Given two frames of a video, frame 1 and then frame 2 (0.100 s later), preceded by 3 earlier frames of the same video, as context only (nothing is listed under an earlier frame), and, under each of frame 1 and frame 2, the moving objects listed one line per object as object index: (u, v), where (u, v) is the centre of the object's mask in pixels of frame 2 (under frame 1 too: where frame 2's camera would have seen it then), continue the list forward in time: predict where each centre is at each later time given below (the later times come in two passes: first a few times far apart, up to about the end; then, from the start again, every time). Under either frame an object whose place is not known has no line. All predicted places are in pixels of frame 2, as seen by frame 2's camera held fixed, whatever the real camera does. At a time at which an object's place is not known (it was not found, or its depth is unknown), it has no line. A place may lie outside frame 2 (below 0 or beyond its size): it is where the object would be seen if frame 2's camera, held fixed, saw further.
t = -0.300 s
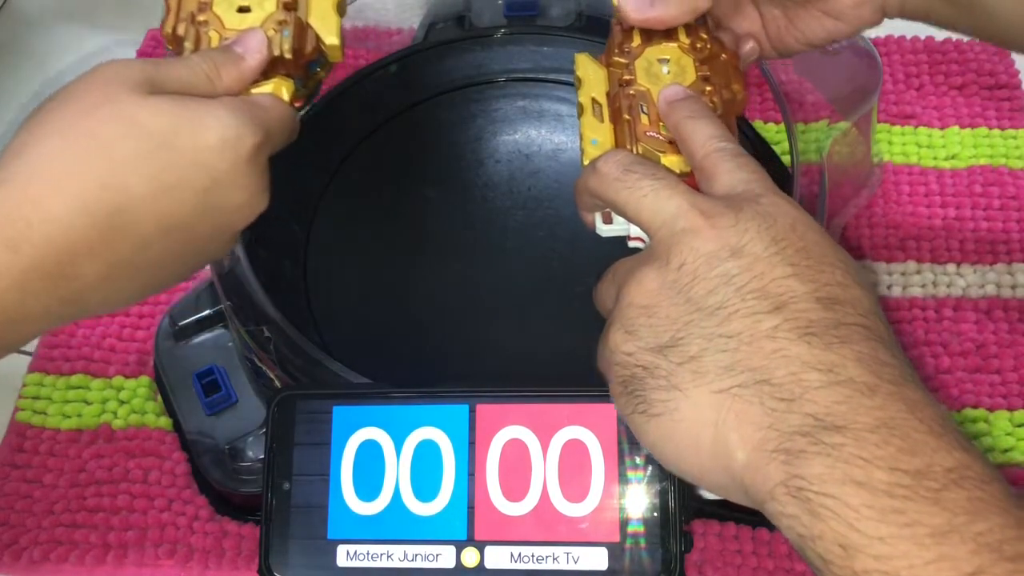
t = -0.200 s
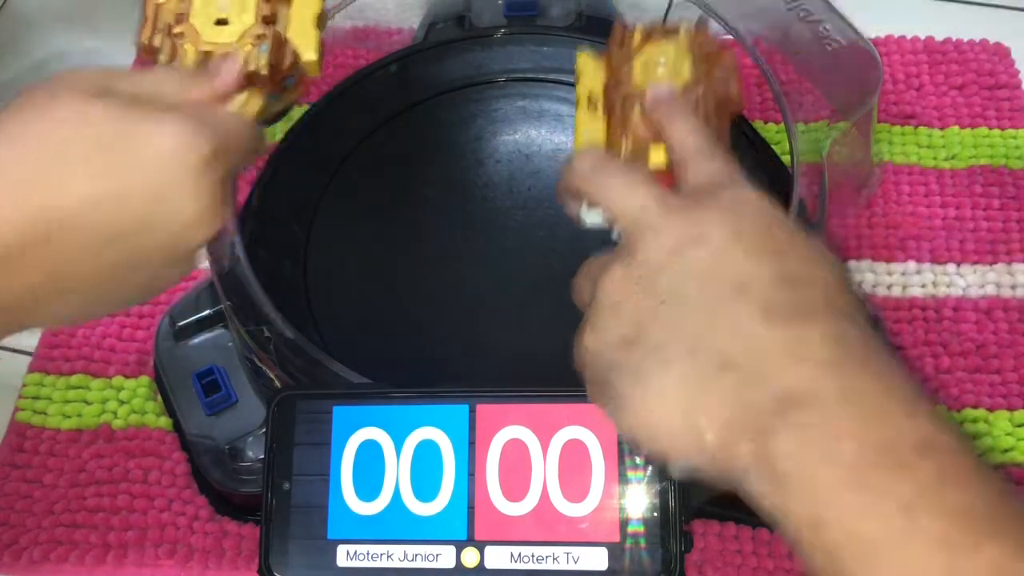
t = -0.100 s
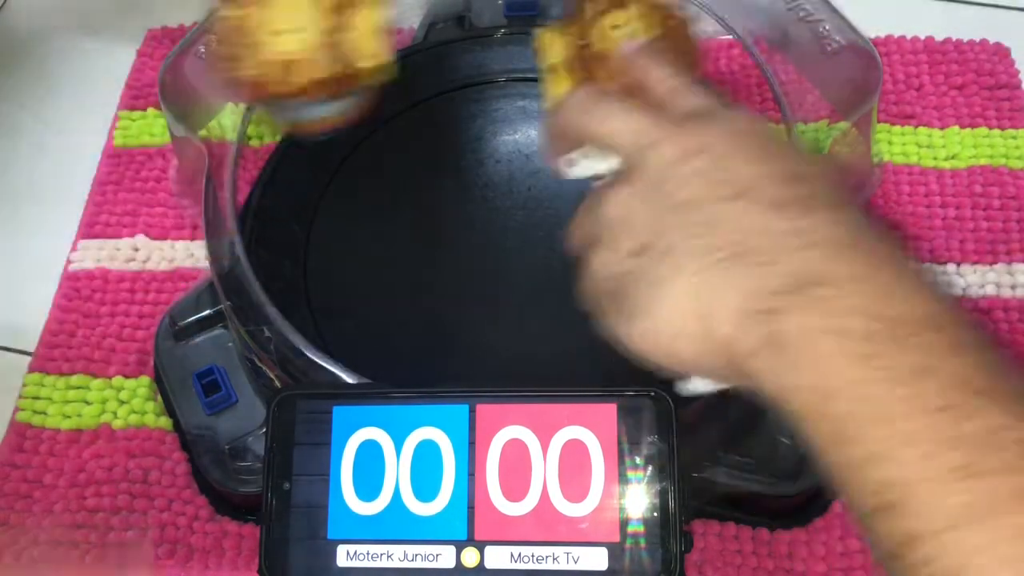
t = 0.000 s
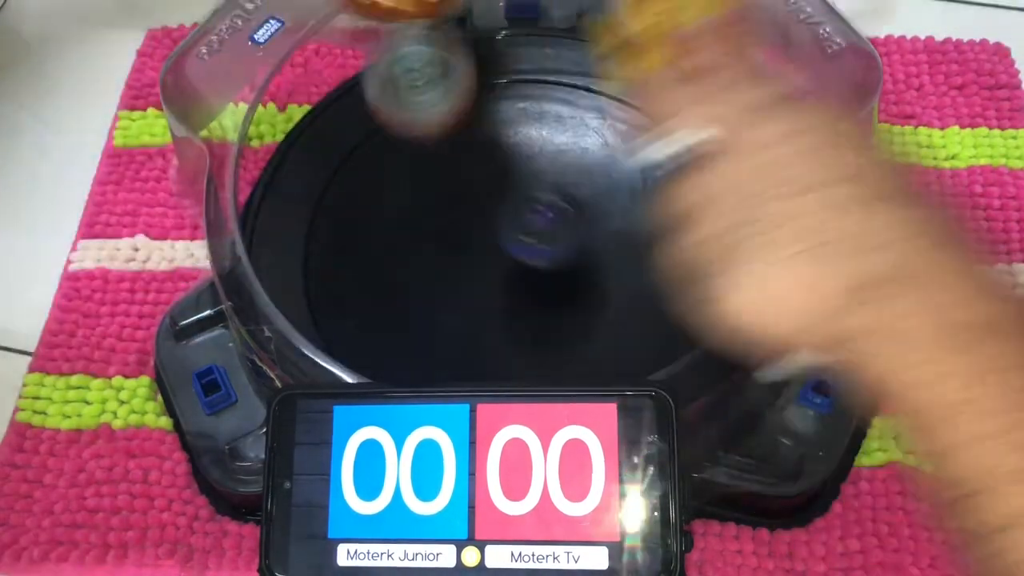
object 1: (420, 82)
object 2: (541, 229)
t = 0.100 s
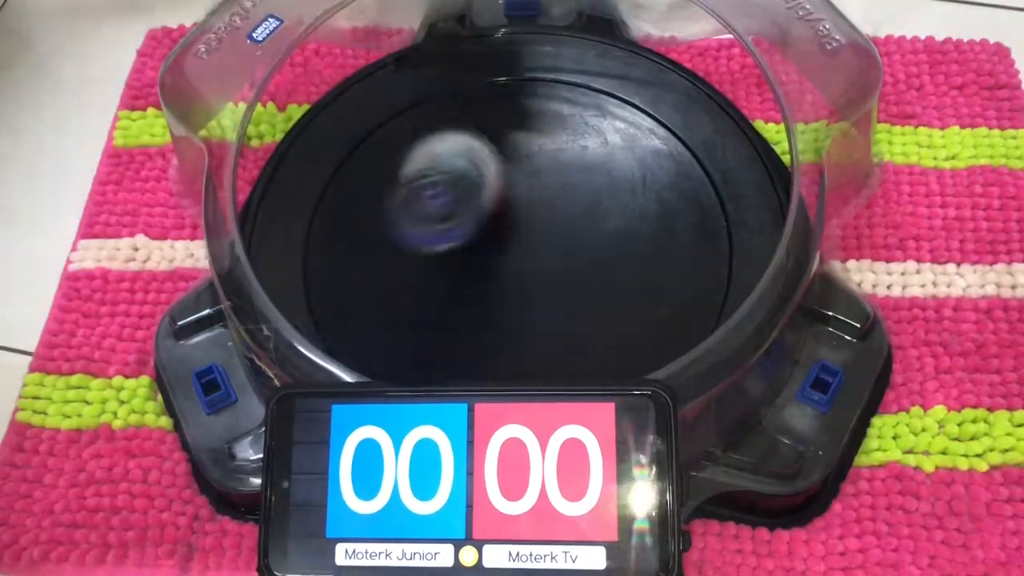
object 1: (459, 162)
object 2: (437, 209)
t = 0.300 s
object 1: (533, 269)
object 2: (329, 324)
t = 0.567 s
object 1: (628, 269)
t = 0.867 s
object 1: (512, 168)
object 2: (646, 217)
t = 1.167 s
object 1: (401, 275)
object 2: (404, 98)
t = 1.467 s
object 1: (600, 328)
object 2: (403, 360)
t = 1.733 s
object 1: (622, 160)
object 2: (697, 229)
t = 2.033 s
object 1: (375, 155)
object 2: (440, 85)
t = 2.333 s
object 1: (422, 362)
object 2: (429, 315)
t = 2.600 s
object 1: (704, 281)
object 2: (724, 192)
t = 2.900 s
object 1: (566, 150)
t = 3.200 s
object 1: (452, 300)
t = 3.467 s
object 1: (675, 257)
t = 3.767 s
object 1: (530, 143)
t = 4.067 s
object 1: (375, 260)
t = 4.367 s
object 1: (580, 333)
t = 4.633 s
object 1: (627, 177)
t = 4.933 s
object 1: (407, 166)
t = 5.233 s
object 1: (443, 340)
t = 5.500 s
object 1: (637, 272)
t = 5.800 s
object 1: (512, 129)
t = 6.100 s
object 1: (376, 252)
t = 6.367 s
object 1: (553, 330)
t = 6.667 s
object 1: (611, 172)
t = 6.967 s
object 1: (424, 165)
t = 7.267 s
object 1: (478, 322)
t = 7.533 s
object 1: (629, 248)
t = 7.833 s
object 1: (505, 148)
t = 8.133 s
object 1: (418, 285)
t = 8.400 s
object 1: (613, 313)
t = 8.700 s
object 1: (565, 135)
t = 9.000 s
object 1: (364, 237)
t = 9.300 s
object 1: (573, 345)
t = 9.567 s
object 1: (633, 166)
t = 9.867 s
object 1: (380, 150)
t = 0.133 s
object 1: (467, 188)
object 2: (398, 231)
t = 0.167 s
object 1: (476, 206)
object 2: (366, 262)
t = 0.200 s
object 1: (489, 222)
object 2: (344, 299)
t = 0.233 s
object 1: (502, 239)
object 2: (332, 306)
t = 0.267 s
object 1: (517, 255)
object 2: (328, 313)
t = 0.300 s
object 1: (533, 269)
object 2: (329, 324)
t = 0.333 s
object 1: (550, 280)
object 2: (330, 331)
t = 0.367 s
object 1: (566, 289)
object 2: (334, 339)
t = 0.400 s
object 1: (582, 293)
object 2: (342, 348)
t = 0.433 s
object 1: (596, 294)
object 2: (356, 358)
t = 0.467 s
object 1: (608, 293)
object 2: (369, 366)
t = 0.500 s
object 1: (618, 288)
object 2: (381, 372)
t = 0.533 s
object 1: (625, 279)
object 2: (398, 379)
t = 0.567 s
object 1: (628, 269)
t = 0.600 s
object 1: (628, 256)
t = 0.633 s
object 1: (624, 242)
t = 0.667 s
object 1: (617, 228)
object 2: (532, 372)
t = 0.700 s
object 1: (606, 214)
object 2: (569, 365)
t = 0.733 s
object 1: (592, 200)
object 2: (599, 348)
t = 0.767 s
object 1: (576, 188)
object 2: (624, 331)
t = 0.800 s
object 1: (556, 177)
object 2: (640, 291)
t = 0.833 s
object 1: (534, 171)
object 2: (647, 254)
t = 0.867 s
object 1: (512, 168)
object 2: (646, 217)
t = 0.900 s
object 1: (490, 168)
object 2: (640, 177)
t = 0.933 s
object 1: (466, 172)
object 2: (626, 144)
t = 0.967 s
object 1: (447, 179)
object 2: (605, 112)
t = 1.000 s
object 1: (430, 189)
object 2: (578, 85)
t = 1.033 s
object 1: (417, 203)
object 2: (547, 63)
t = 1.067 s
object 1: (405, 218)
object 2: (510, 59)
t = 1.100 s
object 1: (399, 236)
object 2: (473, 69)
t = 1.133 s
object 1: (397, 255)
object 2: (441, 80)
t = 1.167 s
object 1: (401, 275)
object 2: (404, 98)
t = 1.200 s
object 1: (409, 294)
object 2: (373, 118)
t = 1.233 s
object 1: (423, 311)
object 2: (346, 146)
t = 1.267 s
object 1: (442, 326)
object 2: (324, 180)
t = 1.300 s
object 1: (463, 335)
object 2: (311, 215)
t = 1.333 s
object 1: (489, 339)
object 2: (309, 254)
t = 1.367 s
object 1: (517, 341)
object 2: (317, 291)
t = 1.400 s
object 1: (545, 340)
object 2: (342, 321)
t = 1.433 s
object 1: (574, 336)
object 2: (369, 344)
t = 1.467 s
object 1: (600, 328)
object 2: (403, 360)
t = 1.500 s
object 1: (623, 314)
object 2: (450, 366)
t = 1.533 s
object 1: (641, 294)
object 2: (493, 364)
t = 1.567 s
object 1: (653, 272)
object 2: (549, 364)
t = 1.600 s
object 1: (660, 249)
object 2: (600, 353)
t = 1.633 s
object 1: (660, 224)
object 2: (635, 336)
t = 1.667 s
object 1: (654, 203)
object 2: (663, 305)
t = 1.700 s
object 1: (641, 181)
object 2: (685, 269)
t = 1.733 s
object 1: (622, 160)
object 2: (697, 229)
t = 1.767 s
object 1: (601, 146)
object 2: (700, 194)
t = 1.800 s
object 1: (573, 131)
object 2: (696, 154)
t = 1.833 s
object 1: (542, 122)
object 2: (677, 116)
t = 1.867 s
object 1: (510, 117)
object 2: (643, 95)
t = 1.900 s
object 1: (479, 117)
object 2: (607, 80)
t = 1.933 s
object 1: (448, 120)
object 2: (563, 70)
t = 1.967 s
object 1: (422, 127)
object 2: (518, 68)
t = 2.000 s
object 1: (397, 138)
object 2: (477, 75)
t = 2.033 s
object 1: (375, 155)
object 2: (440, 85)
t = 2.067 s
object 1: (354, 177)
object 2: (403, 99)
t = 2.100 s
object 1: (335, 205)
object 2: (377, 123)
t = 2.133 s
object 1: (323, 235)
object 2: (356, 147)
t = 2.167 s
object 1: (318, 266)
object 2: (340, 175)
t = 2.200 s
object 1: (325, 292)
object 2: (331, 207)
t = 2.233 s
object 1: (339, 317)
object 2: (335, 241)
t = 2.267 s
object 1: (362, 337)
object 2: (351, 272)
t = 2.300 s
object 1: (390, 354)
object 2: (386, 296)
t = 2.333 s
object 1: (422, 362)
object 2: (429, 315)
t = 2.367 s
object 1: (461, 367)
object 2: (479, 324)
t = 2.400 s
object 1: (509, 368)
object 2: (528, 326)
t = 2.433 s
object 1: (556, 365)
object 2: (579, 318)
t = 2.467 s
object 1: (595, 359)
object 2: (624, 303)
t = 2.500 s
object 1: (636, 352)
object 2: (667, 283)
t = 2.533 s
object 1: (667, 340)
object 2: (696, 257)
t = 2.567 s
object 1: (691, 313)
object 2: (721, 222)
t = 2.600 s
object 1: (704, 281)
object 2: (724, 192)
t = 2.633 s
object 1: (713, 251)
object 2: (706, 166)
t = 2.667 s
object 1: (713, 221)
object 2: (682, 141)
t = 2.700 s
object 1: (703, 192)
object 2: (657, 121)
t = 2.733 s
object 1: (686, 168)
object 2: (634, 103)
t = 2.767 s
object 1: (664, 148)
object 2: (609, 83)
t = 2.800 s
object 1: (641, 135)
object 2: (572, 79)
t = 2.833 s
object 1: (618, 137)
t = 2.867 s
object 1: (596, 143)
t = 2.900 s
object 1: (566, 150)
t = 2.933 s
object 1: (536, 158)
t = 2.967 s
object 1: (506, 170)
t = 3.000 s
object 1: (474, 183)
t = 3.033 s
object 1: (447, 197)
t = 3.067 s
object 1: (438, 216)
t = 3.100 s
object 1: (435, 238)
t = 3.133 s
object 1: (434, 260)
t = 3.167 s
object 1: (437, 282)
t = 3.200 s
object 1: (452, 300)
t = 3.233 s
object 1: (488, 311)
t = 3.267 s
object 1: (526, 316)
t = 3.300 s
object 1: (562, 317)
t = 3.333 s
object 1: (595, 312)
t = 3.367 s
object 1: (625, 303)
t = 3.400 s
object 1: (647, 291)
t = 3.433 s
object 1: (665, 275)
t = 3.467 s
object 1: (675, 257)
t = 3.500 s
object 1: (680, 240)
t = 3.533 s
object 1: (678, 221)
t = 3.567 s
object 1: (671, 204)
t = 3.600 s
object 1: (658, 189)
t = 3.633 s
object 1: (642, 175)
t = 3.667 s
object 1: (617, 163)
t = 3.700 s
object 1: (591, 154)
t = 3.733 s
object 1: (562, 148)
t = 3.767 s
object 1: (530, 143)
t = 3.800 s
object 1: (499, 144)
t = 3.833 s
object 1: (470, 148)
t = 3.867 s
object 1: (443, 156)
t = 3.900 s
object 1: (419, 168)
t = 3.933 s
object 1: (402, 182)
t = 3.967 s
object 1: (386, 200)
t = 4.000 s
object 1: (377, 219)
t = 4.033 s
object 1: (374, 239)
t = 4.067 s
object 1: (375, 260)
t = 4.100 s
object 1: (384, 281)
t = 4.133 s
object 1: (397, 301)
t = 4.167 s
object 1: (415, 318)
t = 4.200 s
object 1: (437, 331)
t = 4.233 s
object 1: (462, 337)
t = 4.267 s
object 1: (491, 341)
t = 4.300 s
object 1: (520, 342)
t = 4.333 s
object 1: (552, 339)
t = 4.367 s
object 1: (580, 333)
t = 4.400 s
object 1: (604, 323)
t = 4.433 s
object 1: (625, 306)
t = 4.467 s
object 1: (640, 284)
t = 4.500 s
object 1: (649, 263)
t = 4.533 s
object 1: (652, 239)
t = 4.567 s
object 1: (649, 216)
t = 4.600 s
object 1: (641, 196)
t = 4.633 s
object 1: (627, 177)
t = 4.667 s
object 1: (606, 161)
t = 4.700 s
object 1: (583, 148)
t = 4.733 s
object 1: (559, 138)
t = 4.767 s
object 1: (533, 132)
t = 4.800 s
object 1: (503, 130)
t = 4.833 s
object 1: (477, 134)
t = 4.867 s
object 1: (450, 141)
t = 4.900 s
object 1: (428, 151)
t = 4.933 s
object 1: (407, 166)
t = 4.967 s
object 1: (391, 182)
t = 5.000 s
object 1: (378, 202)
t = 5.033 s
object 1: (371, 224)
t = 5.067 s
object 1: (369, 247)
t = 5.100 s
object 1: (373, 271)
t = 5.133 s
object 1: (383, 293)
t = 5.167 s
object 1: (398, 314)
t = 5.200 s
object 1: (418, 330)
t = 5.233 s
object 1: (443, 340)
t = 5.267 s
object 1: (471, 345)
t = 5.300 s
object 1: (502, 346)
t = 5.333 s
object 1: (532, 344)
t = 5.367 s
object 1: (562, 339)
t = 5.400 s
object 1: (588, 330)
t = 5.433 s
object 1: (610, 315)
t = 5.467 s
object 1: (627, 295)
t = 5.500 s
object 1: (637, 272)
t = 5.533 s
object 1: (642, 248)
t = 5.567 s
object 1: (641, 226)
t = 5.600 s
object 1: (633, 202)
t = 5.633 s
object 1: (622, 184)
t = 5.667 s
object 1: (605, 168)
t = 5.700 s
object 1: (586, 153)
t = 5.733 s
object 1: (564, 141)
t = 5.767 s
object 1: (538, 133)
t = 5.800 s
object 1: (512, 129)
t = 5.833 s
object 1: (488, 130)
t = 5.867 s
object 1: (462, 135)
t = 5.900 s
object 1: (439, 142)
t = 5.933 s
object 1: (419, 154)
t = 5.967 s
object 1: (402, 168)
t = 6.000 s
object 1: (388, 186)
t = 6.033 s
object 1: (378, 207)
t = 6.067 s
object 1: (375, 228)
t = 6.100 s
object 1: (376, 252)
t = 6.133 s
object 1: (384, 274)
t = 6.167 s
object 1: (398, 295)
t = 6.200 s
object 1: (416, 313)
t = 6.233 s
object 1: (440, 326)
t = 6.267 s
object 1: (466, 333)
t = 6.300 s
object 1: (496, 336)
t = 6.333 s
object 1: (525, 335)
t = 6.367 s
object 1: (553, 330)
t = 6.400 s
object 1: (578, 321)
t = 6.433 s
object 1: (599, 306)
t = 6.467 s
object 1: (615, 288)
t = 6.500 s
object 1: (627, 268)
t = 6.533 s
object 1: (633, 247)
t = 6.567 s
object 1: (635, 227)
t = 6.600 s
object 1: (632, 207)
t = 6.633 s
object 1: (624, 189)
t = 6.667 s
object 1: (611, 172)
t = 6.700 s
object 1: (595, 158)
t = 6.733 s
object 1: (576, 147)
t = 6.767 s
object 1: (554, 138)
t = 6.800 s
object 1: (531, 133)
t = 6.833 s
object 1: (508, 131)
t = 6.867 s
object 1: (485, 134)
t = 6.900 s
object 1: (461, 142)
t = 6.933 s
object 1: (442, 152)
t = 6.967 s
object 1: (424, 165)
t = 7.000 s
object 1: (411, 183)
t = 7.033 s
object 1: (401, 202)
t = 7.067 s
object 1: (397, 224)
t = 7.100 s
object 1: (397, 245)
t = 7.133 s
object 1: (404, 266)
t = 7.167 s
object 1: (416, 285)
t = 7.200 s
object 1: (433, 301)
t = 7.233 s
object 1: (454, 314)
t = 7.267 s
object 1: (478, 322)
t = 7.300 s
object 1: (503, 326)
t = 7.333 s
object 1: (529, 326)
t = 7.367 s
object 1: (554, 322)
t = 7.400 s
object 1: (577, 313)
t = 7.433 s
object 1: (596, 300)
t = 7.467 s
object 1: (612, 284)
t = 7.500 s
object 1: (623, 267)
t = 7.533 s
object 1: (629, 248)
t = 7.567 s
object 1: (631, 229)
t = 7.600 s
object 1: (629, 211)
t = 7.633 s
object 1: (621, 196)
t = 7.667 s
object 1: (609, 180)
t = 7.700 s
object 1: (593, 167)
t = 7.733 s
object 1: (575, 157)
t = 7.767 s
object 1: (553, 149)
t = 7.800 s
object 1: (529, 147)
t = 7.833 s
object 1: (505, 148)
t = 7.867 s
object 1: (483, 152)
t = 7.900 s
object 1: (461, 160)
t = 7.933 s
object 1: (442, 172)
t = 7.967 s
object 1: (427, 186)
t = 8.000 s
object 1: (416, 203)
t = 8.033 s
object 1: (409, 223)
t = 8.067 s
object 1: (406, 243)
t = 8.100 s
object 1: (409, 265)
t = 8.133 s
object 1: (418, 285)
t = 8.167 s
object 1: (433, 304)
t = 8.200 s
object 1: (453, 320)
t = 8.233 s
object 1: (477, 329)
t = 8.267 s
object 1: (505, 335)
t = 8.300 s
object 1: (534, 335)
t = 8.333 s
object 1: (562, 333)
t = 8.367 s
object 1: (589, 326)
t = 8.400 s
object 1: (613, 313)
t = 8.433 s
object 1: (633, 293)
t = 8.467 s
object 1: (645, 271)
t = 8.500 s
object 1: (652, 248)
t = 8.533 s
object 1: (652, 225)
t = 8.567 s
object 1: (646, 203)
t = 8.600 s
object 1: (634, 182)
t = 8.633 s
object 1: (615, 162)
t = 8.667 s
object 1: (592, 148)
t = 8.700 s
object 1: (565, 135)
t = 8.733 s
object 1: (535, 128)
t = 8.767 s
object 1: (505, 127)
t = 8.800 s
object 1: (477, 130)
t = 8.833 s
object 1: (448, 138)
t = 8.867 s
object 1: (423, 151)
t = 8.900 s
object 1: (401, 167)
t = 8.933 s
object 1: (382, 188)
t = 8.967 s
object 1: (370, 211)
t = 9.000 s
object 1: (364, 237)
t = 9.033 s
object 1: (363, 265)
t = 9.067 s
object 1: (371, 292)
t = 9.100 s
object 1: (387, 317)
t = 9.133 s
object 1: (409, 335)
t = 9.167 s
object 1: (434, 346)
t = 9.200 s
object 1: (467, 350)
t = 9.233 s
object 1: (501, 352)
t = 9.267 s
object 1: (539, 351)
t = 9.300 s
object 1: (573, 345)
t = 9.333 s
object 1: (602, 337)
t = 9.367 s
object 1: (627, 321)
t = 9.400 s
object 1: (645, 297)
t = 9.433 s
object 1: (657, 270)
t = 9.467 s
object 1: (662, 242)
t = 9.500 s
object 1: (659, 214)
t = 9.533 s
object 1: (649, 189)
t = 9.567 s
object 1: (633, 166)
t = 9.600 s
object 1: (611, 144)
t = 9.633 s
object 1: (585, 128)
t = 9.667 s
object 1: (555, 116)
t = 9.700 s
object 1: (524, 108)
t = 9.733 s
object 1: (492, 107)
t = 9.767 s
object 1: (460, 110)
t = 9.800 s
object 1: (431, 117)
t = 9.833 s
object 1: (404, 131)
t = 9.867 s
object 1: (380, 150)
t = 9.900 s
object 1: (362, 172)
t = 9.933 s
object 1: (348, 199)
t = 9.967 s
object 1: (342, 227)
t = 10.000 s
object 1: (342, 257)
